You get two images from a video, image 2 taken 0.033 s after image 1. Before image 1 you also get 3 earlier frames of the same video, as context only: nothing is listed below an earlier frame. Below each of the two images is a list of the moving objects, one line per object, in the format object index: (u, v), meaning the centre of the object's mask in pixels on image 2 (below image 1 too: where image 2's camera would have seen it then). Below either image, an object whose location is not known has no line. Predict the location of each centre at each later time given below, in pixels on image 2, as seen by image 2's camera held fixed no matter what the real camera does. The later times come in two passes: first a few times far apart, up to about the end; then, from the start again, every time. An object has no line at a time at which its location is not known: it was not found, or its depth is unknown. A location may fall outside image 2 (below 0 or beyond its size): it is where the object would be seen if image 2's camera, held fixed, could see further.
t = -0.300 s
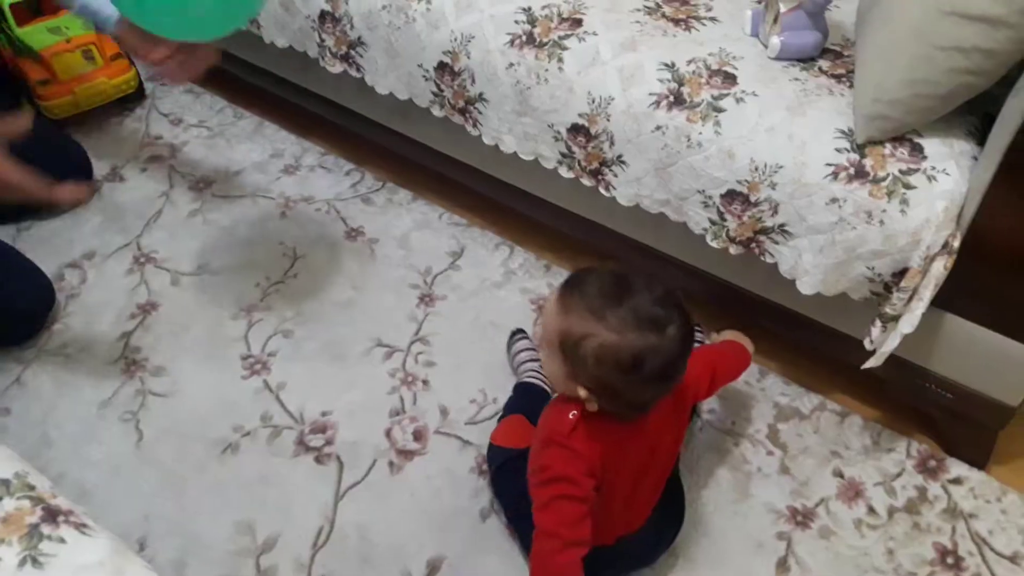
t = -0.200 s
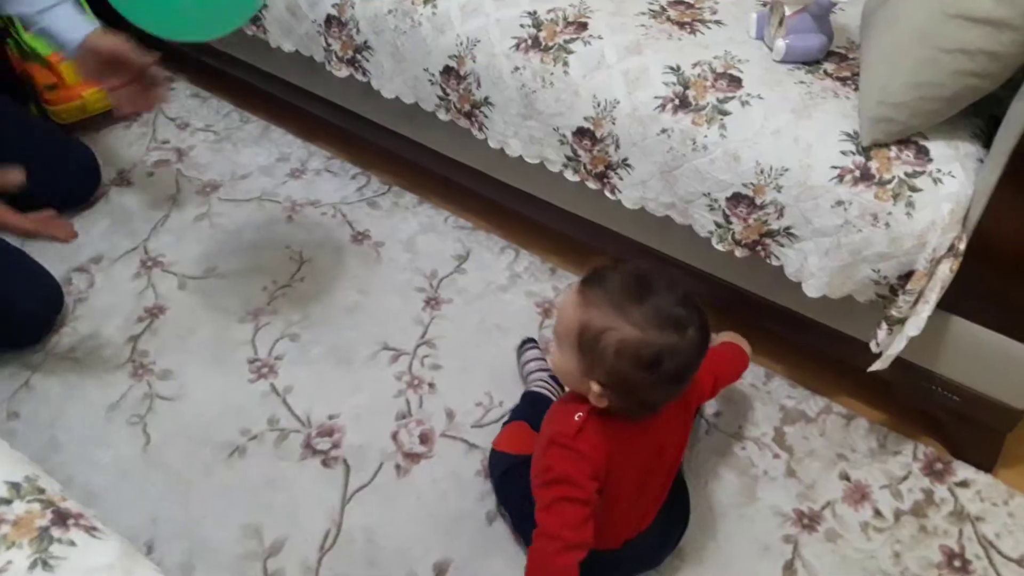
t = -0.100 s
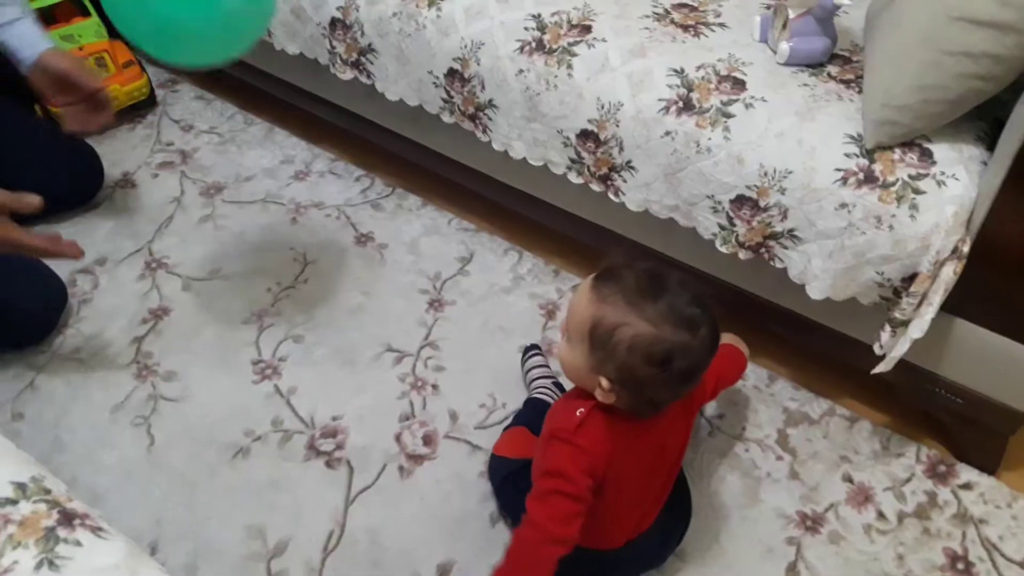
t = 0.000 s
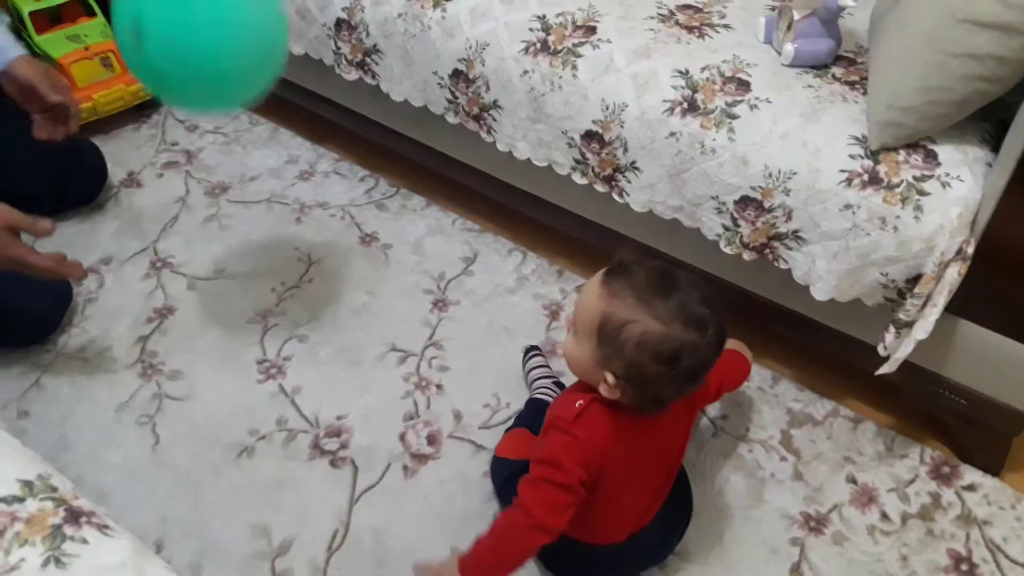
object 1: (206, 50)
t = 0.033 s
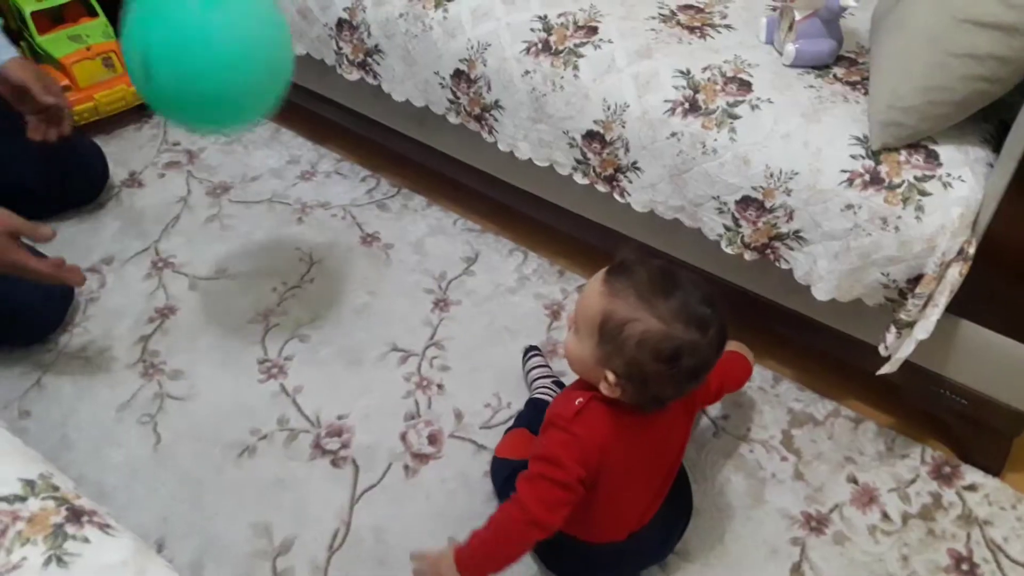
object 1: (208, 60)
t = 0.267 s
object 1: (251, 228)
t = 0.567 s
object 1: (263, 192)
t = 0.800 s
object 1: (279, 182)
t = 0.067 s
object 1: (212, 73)
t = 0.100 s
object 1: (218, 93)
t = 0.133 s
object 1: (225, 118)
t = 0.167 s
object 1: (231, 144)
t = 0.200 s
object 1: (238, 172)
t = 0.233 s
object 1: (245, 202)
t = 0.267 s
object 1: (251, 228)
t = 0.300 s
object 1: (258, 253)
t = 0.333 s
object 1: (264, 281)
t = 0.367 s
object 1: (266, 285)
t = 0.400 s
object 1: (266, 264)
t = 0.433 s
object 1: (264, 246)
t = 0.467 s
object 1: (264, 230)
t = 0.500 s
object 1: (263, 216)
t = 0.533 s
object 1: (263, 203)
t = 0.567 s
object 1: (263, 192)
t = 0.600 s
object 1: (264, 184)
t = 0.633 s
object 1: (265, 178)
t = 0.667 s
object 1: (266, 175)
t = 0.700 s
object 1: (268, 173)
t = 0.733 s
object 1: (271, 174)
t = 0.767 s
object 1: (274, 177)
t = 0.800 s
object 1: (279, 182)
